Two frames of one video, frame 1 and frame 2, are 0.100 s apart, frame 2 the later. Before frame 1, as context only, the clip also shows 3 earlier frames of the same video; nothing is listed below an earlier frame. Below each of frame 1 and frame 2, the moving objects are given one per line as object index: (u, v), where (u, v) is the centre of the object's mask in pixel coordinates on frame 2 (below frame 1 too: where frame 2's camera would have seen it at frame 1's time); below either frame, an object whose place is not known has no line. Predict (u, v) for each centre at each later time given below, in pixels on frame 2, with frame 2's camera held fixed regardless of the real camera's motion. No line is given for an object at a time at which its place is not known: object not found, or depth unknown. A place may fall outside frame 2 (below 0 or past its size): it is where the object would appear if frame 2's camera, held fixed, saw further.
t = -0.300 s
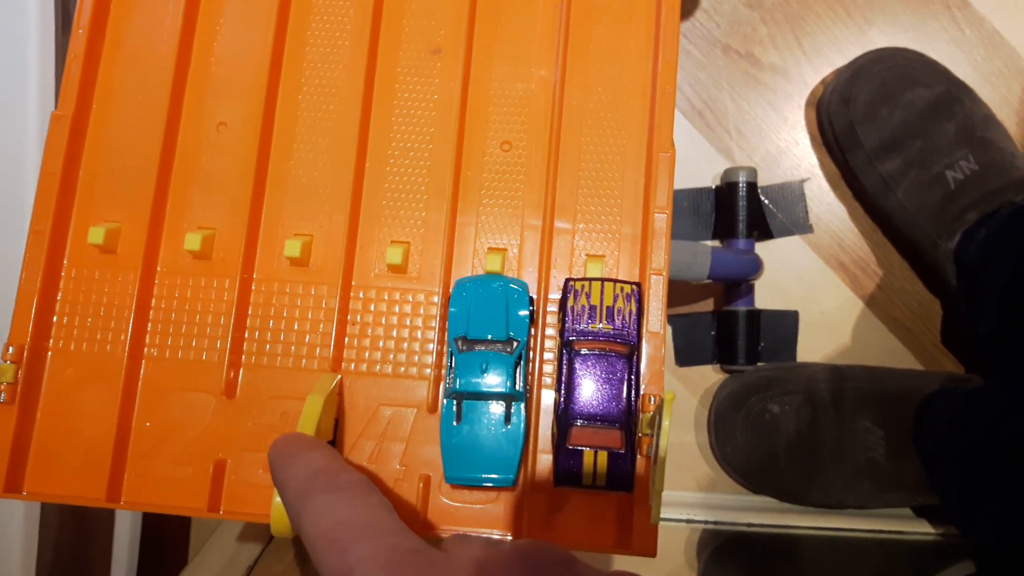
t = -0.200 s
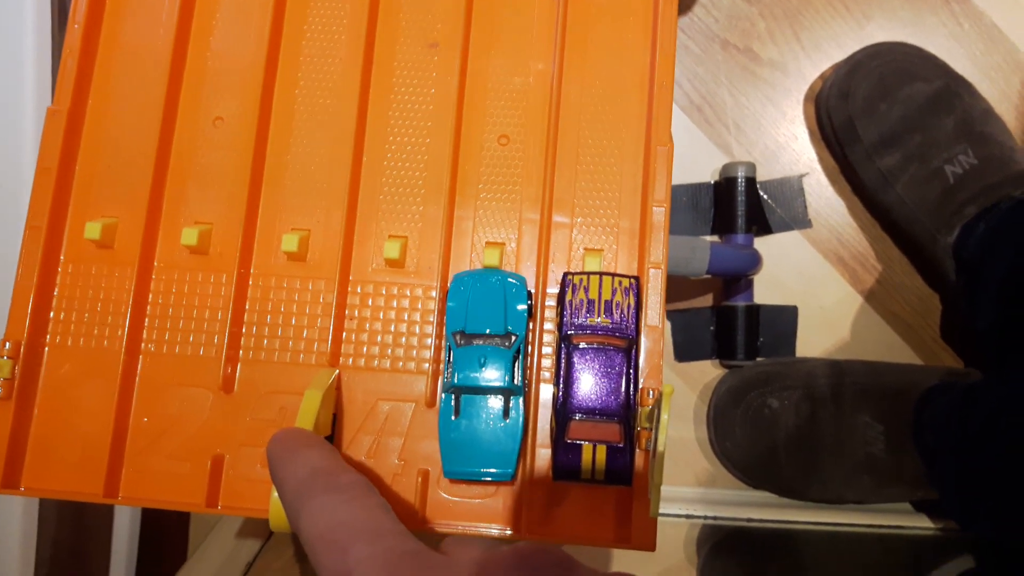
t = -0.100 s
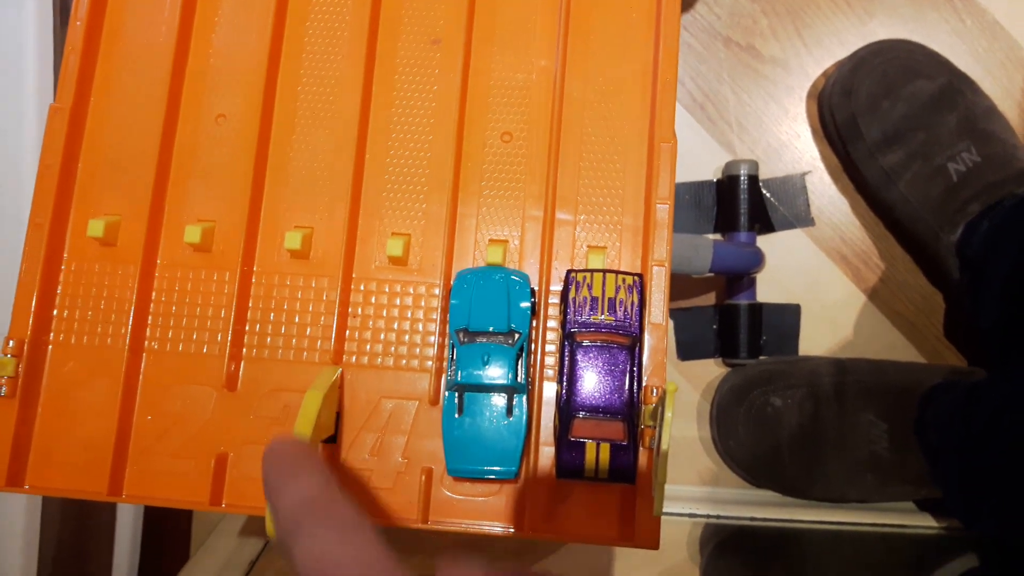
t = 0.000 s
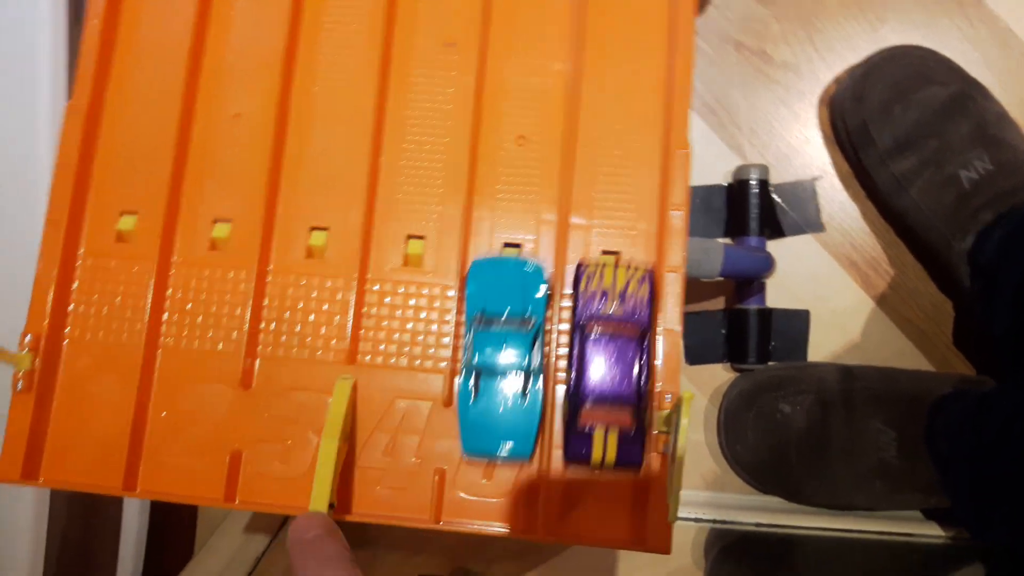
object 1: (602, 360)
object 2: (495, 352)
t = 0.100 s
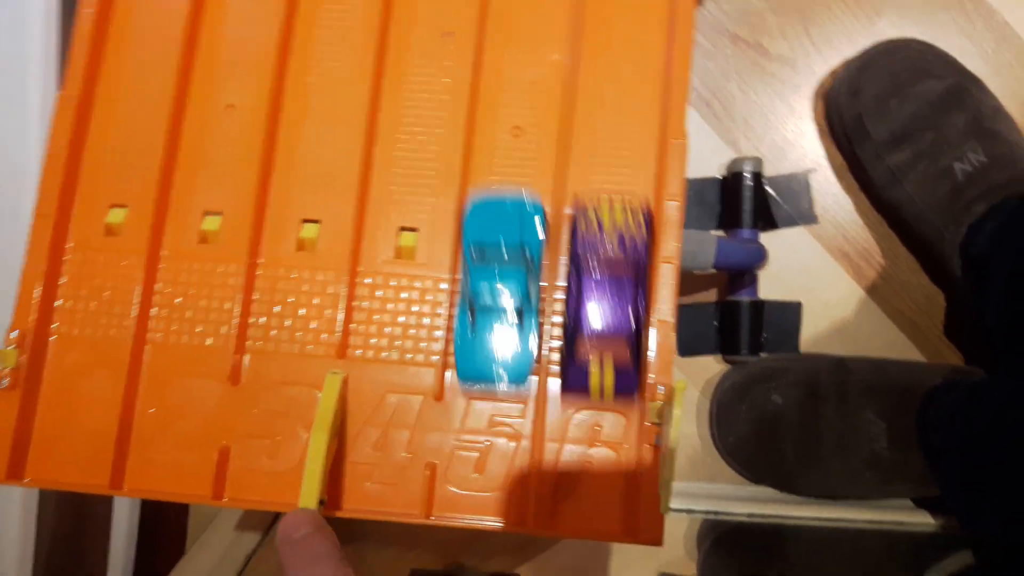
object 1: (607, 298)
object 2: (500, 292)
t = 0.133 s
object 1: (608, 269)
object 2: (501, 259)
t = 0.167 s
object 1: (610, 238)
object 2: (502, 226)
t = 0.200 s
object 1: (613, 203)
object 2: (505, 191)
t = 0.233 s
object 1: (615, 169)
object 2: (509, 149)
